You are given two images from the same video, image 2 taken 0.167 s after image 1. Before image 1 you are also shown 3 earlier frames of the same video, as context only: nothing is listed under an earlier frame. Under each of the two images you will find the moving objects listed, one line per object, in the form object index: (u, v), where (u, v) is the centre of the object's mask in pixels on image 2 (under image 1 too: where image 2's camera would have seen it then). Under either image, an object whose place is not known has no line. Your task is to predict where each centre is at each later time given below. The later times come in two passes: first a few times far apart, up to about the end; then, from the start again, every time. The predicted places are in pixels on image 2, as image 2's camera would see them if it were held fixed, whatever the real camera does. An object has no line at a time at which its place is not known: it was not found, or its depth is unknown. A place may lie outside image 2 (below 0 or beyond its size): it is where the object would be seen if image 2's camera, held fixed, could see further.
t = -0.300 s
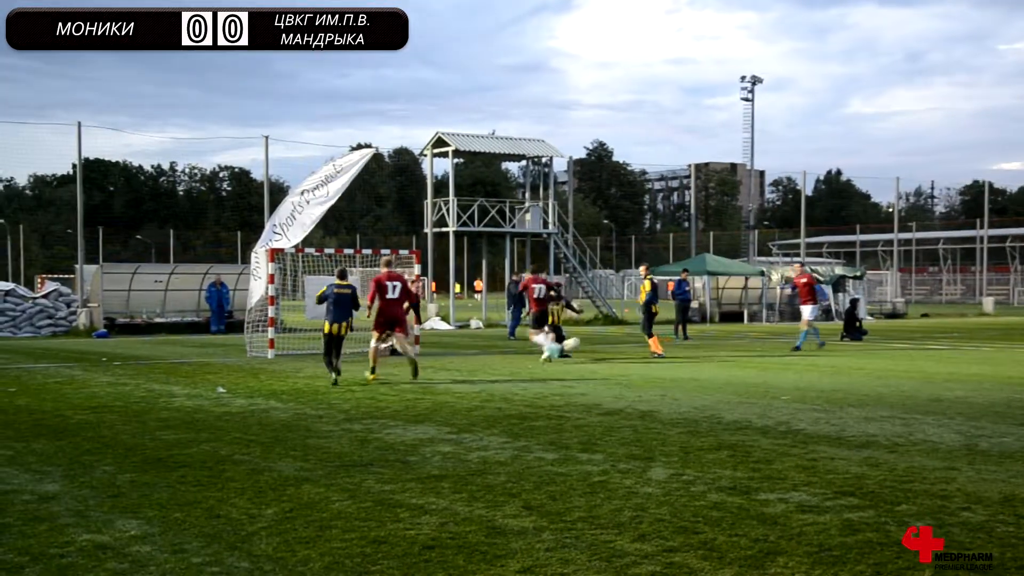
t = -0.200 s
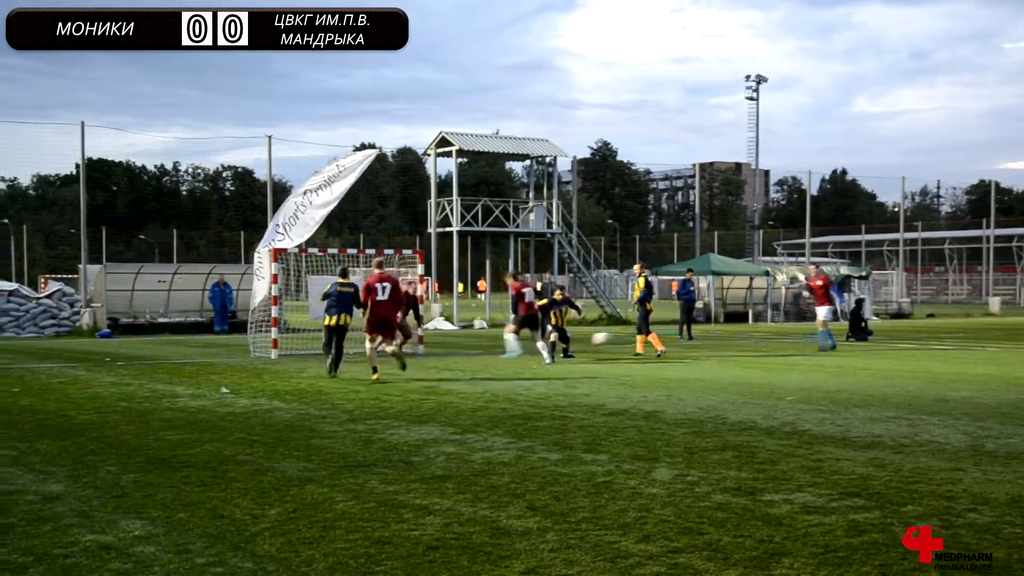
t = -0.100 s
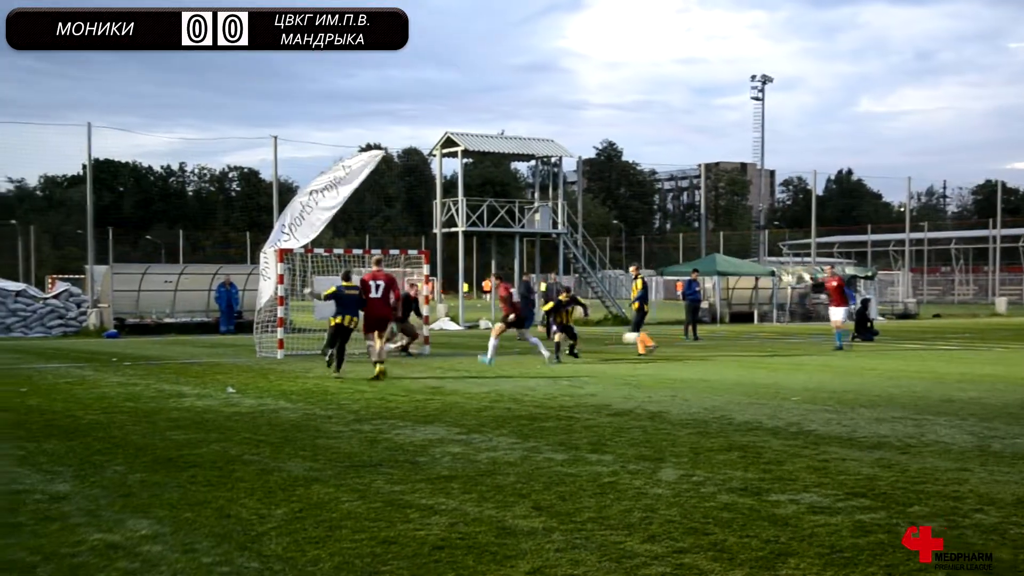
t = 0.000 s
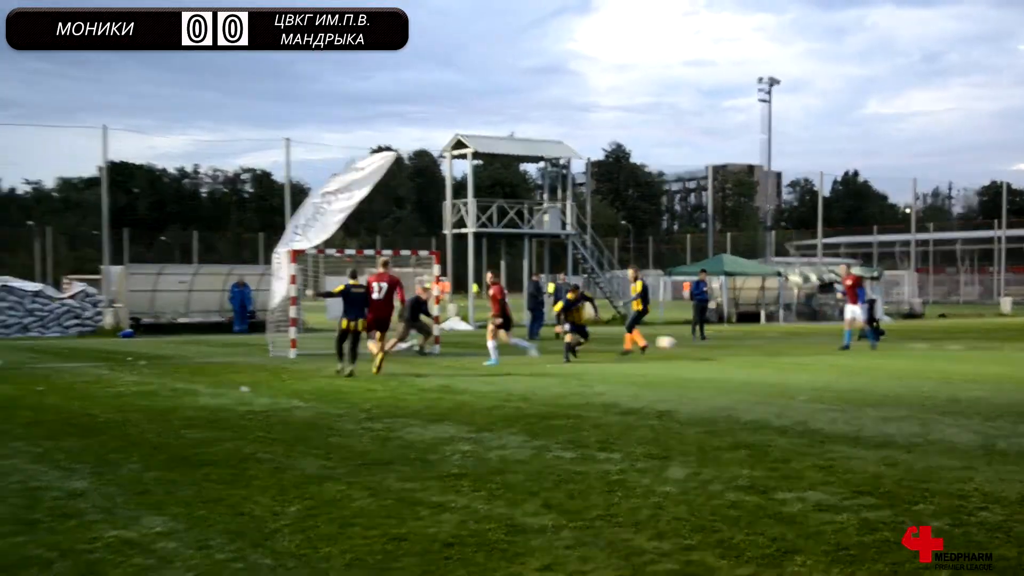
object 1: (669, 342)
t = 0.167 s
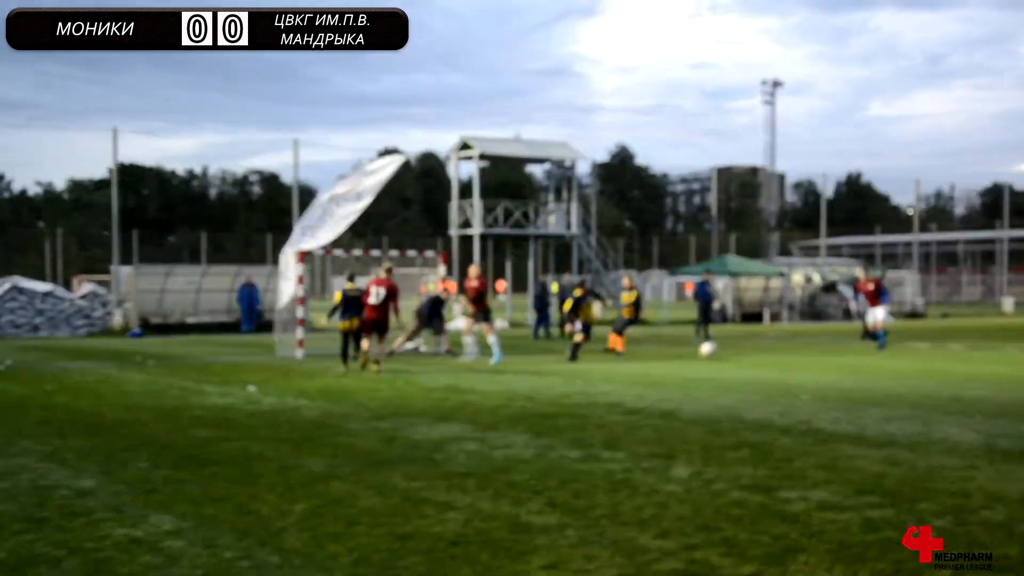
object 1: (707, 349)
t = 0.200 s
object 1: (712, 346)
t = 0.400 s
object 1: (748, 343)
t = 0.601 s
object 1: (781, 352)
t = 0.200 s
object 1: (712, 346)
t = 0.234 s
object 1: (718, 344)
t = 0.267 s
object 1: (724, 343)
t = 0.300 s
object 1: (730, 342)
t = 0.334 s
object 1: (735, 342)
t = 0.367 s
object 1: (741, 342)
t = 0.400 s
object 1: (748, 343)
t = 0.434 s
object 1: (753, 344)
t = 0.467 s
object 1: (759, 346)
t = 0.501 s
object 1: (764, 348)
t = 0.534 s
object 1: (770, 352)
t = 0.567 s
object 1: (775, 353)
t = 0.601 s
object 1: (781, 352)
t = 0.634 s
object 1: (788, 351)
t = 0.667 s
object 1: (794, 350)
